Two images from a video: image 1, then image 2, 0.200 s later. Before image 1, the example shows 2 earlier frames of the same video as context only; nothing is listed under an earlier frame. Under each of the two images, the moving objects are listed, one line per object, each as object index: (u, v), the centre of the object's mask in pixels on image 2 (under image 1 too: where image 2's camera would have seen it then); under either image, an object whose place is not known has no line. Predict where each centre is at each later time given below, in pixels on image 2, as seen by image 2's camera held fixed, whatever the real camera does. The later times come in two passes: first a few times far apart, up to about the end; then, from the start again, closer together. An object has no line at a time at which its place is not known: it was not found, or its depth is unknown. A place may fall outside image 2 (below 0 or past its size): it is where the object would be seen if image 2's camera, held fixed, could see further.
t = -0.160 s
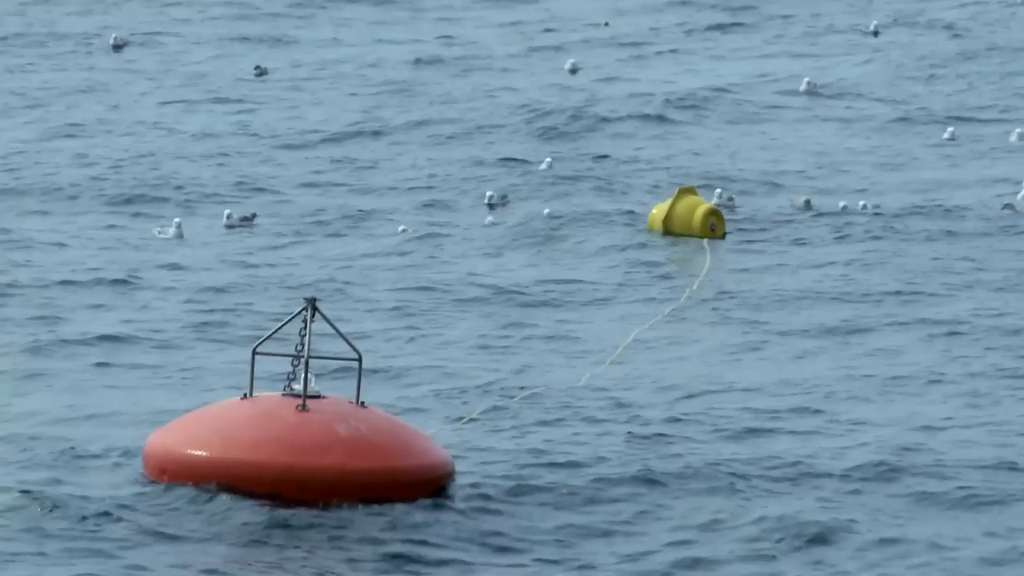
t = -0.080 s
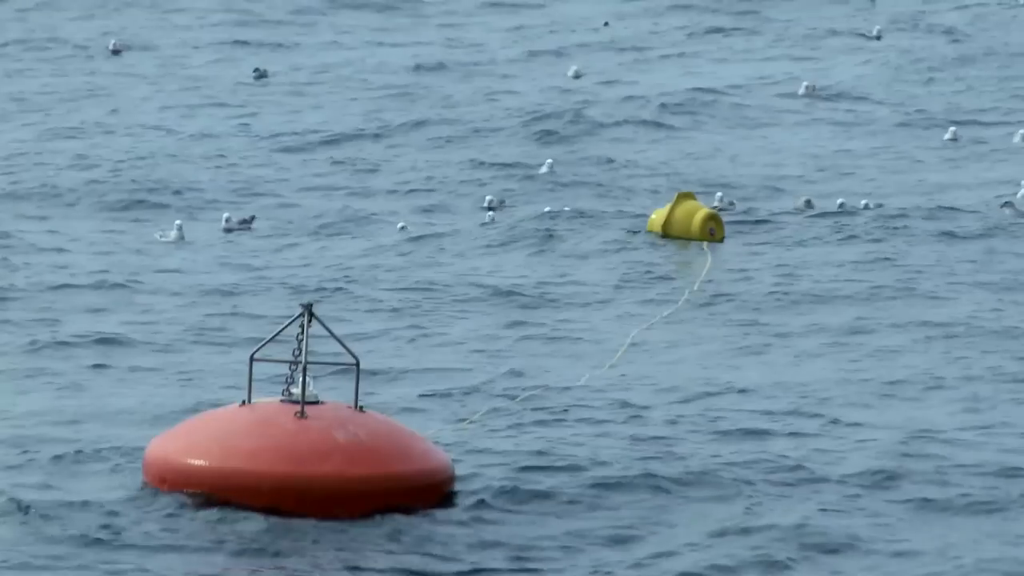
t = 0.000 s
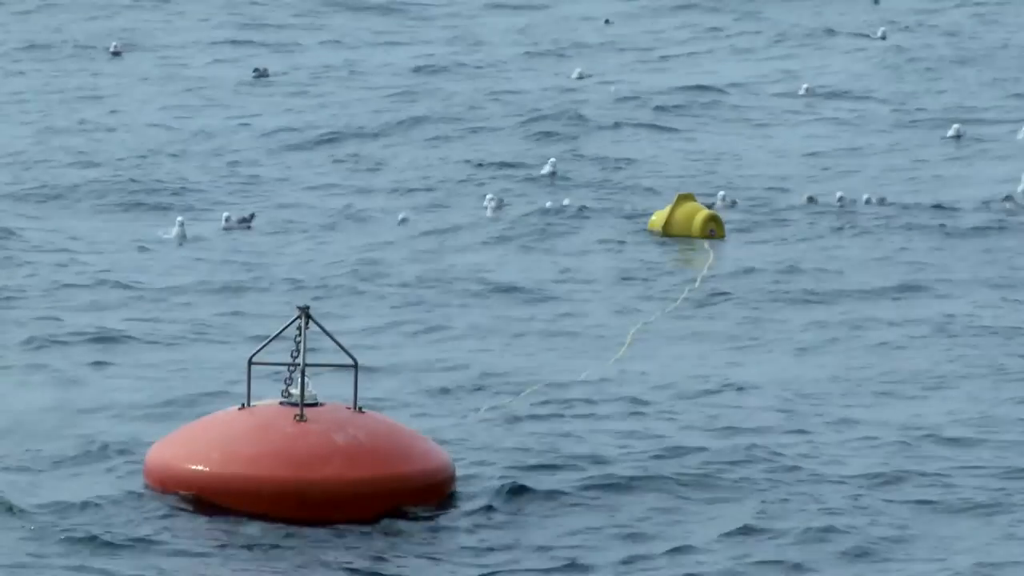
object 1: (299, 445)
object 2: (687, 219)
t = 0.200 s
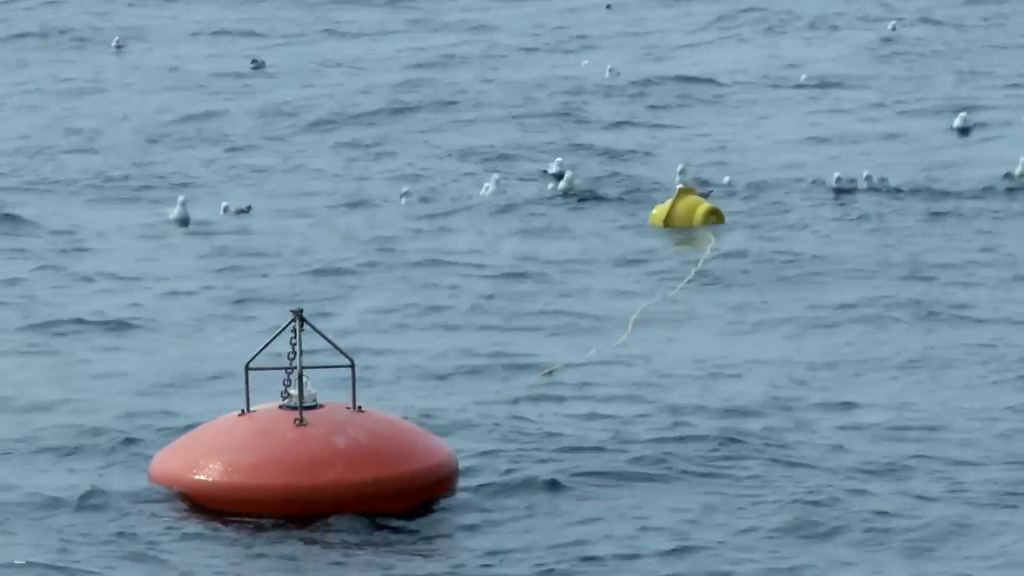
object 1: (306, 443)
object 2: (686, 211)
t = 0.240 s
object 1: (306, 442)
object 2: (685, 210)
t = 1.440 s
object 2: (691, 212)
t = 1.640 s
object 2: (695, 220)
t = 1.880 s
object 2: (697, 228)
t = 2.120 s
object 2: (697, 236)
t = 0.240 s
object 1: (306, 442)
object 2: (685, 210)
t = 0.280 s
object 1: (308, 440)
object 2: (685, 208)
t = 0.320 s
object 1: (309, 439)
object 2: (685, 207)
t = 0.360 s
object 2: (686, 205)
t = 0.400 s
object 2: (686, 203)
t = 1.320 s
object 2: (688, 206)
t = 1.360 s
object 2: (689, 207)
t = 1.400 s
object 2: (690, 210)
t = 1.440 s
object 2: (691, 212)
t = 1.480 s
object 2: (692, 214)
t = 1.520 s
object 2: (692, 215)
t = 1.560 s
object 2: (693, 216)
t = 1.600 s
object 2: (694, 218)
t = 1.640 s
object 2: (695, 220)
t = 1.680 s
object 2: (696, 221)
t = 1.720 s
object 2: (696, 222)
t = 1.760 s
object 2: (697, 223)
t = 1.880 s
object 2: (697, 228)
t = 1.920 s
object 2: (698, 228)
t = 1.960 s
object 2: (698, 229)
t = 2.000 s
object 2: (698, 231)
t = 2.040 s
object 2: (698, 232)
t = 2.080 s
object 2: (697, 234)
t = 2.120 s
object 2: (697, 236)
